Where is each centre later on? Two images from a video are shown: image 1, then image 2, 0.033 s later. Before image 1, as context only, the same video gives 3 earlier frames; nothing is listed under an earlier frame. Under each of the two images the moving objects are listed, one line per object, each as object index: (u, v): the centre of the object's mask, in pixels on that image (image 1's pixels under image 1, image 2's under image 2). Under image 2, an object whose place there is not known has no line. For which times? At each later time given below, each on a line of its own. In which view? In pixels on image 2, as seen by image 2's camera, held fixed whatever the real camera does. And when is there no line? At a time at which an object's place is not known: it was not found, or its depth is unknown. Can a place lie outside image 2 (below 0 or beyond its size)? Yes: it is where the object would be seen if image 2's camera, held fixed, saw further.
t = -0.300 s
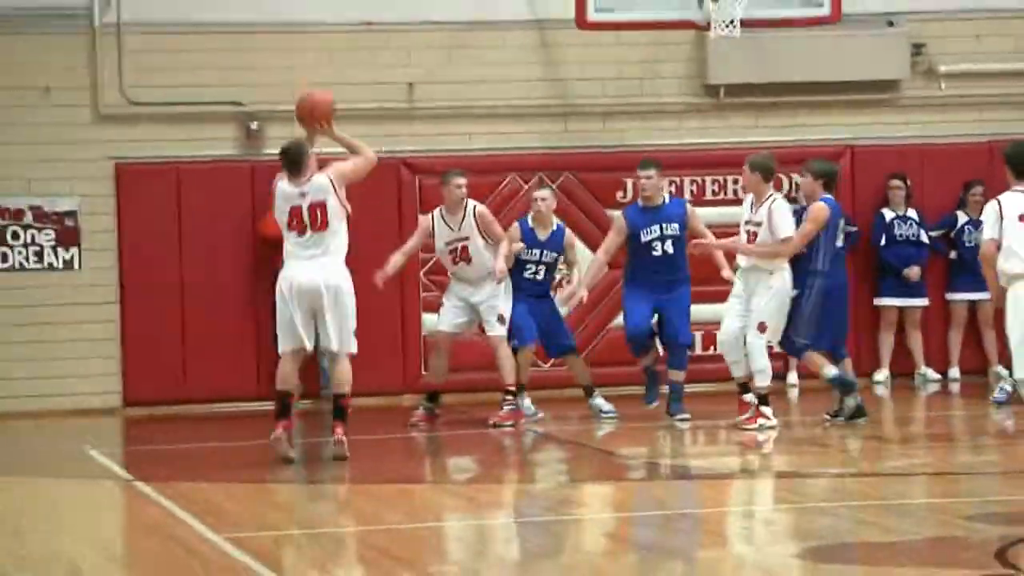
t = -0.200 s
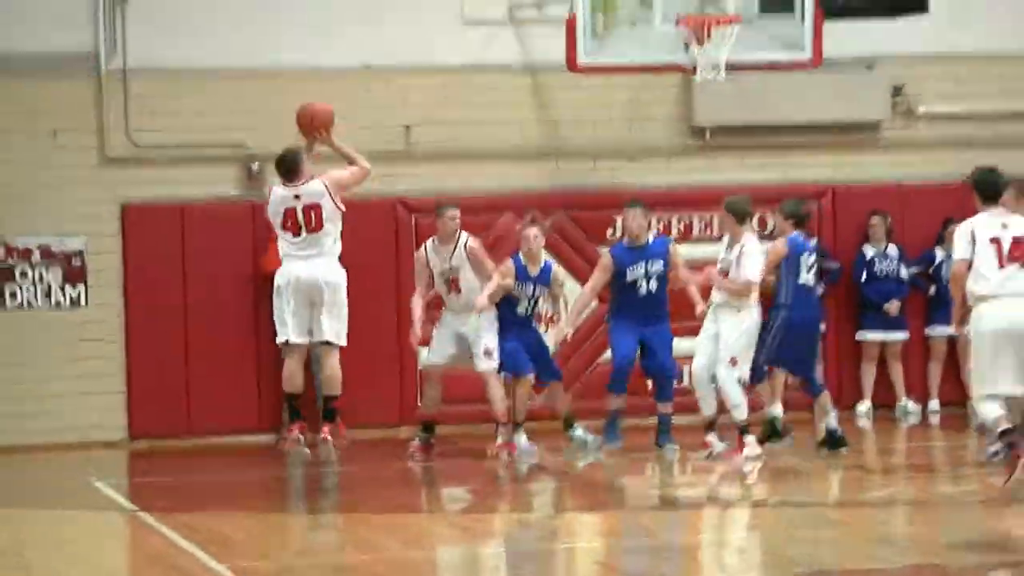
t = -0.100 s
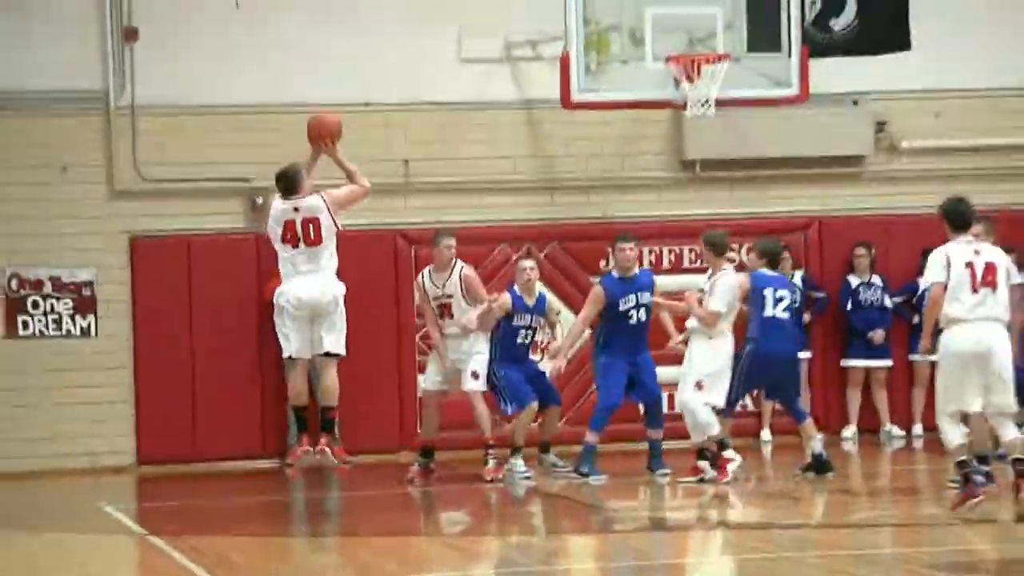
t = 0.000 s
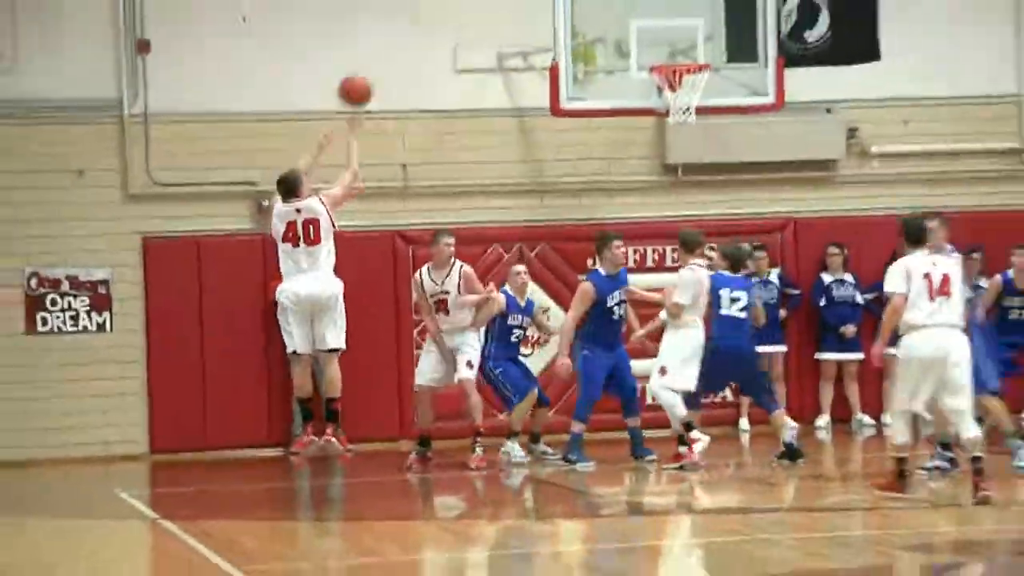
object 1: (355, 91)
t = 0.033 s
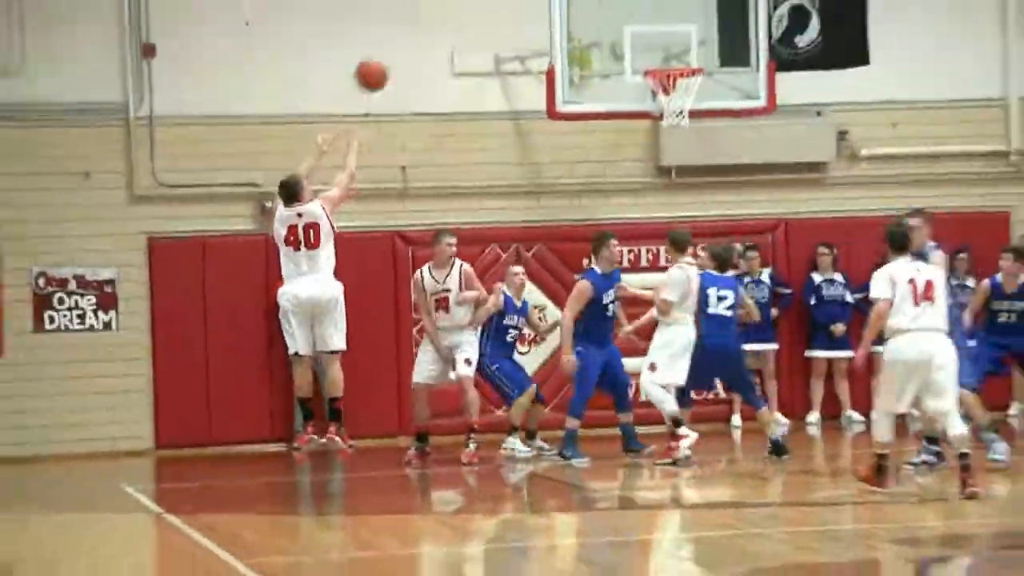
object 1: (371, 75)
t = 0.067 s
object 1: (387, 58)
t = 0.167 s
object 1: (432, 16)
